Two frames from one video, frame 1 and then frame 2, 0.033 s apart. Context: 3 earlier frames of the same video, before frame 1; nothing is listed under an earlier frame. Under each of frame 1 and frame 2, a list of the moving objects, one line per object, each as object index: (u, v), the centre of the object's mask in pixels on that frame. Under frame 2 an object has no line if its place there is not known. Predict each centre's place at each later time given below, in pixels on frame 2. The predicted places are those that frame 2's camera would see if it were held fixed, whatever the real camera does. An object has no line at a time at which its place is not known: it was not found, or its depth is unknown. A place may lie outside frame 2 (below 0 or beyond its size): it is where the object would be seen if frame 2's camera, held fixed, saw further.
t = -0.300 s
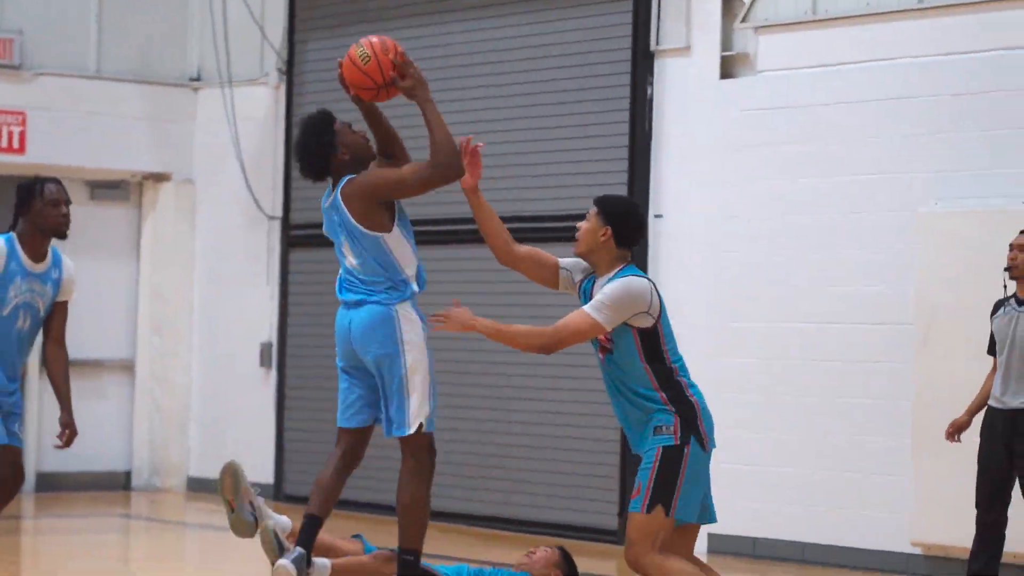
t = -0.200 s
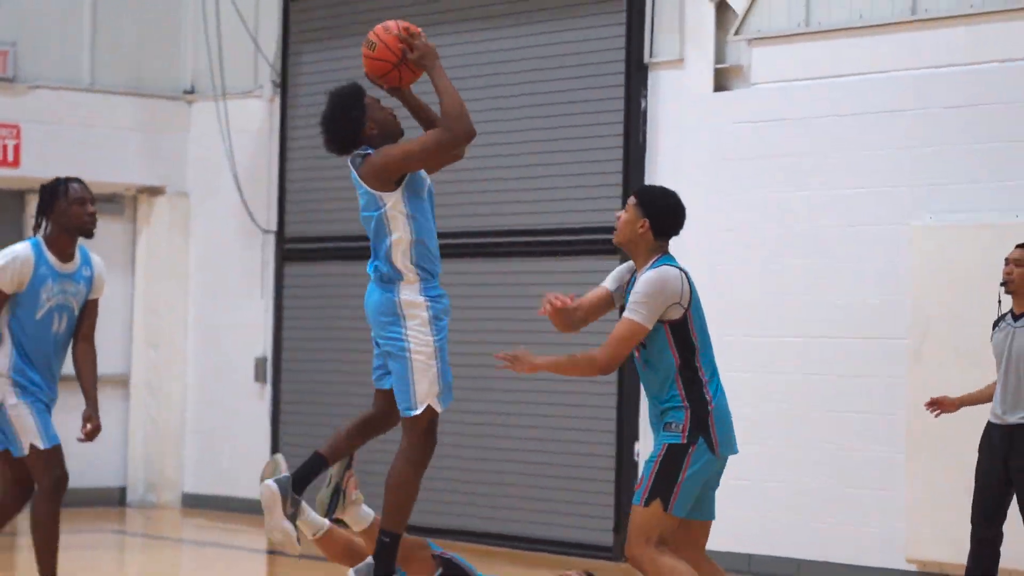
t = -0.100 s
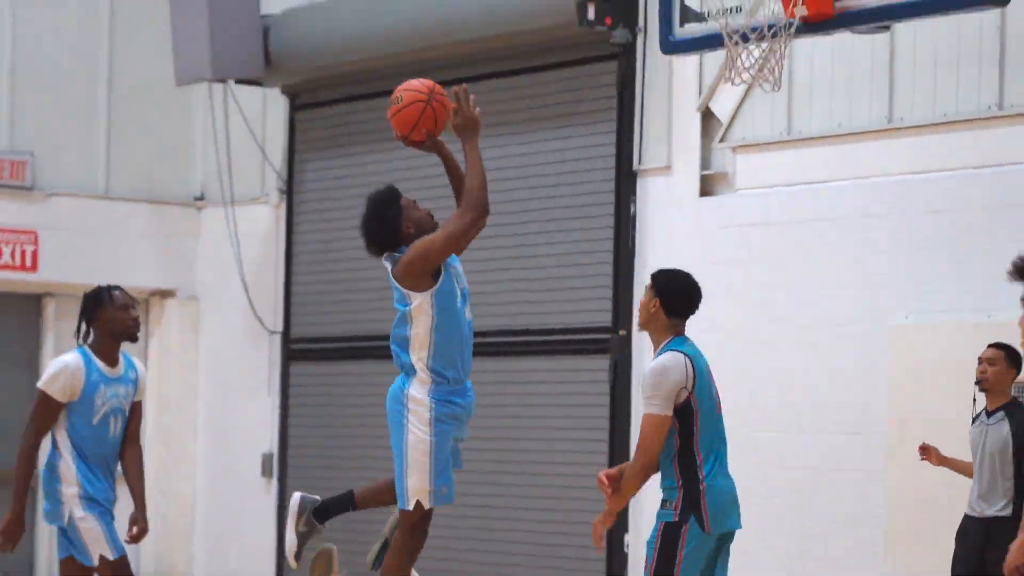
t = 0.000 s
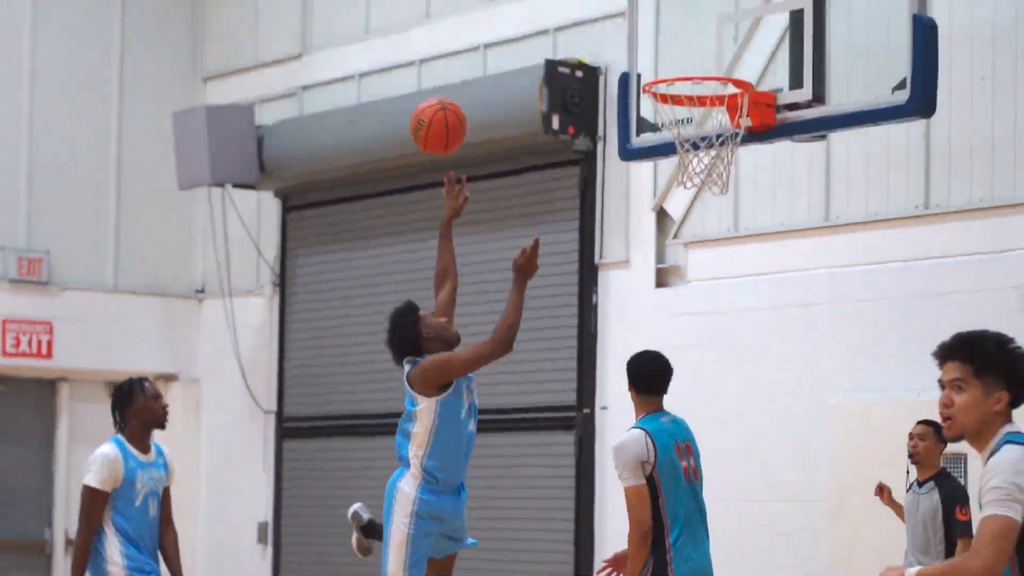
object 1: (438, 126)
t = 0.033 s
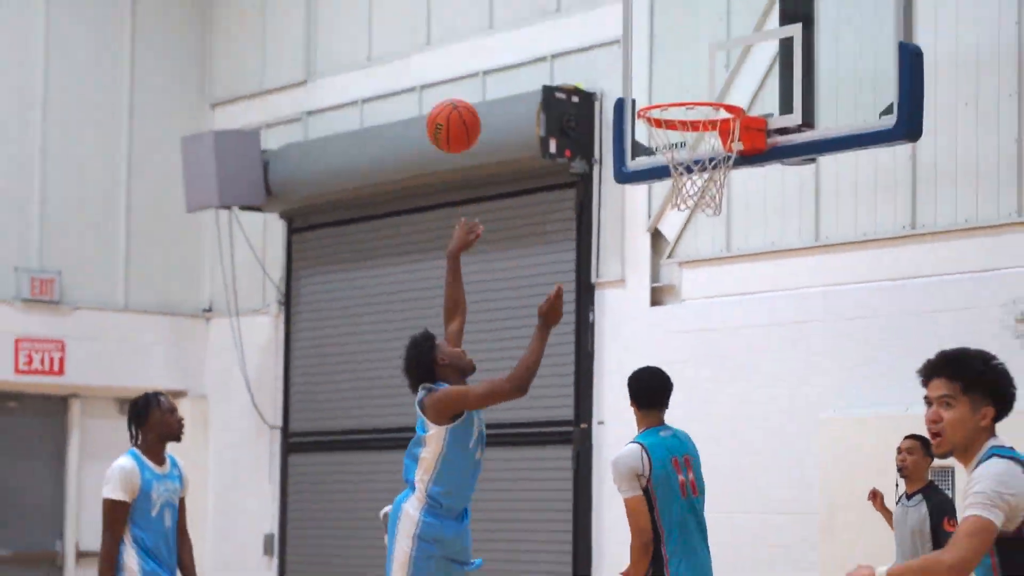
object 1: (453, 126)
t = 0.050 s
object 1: (461, 115)
